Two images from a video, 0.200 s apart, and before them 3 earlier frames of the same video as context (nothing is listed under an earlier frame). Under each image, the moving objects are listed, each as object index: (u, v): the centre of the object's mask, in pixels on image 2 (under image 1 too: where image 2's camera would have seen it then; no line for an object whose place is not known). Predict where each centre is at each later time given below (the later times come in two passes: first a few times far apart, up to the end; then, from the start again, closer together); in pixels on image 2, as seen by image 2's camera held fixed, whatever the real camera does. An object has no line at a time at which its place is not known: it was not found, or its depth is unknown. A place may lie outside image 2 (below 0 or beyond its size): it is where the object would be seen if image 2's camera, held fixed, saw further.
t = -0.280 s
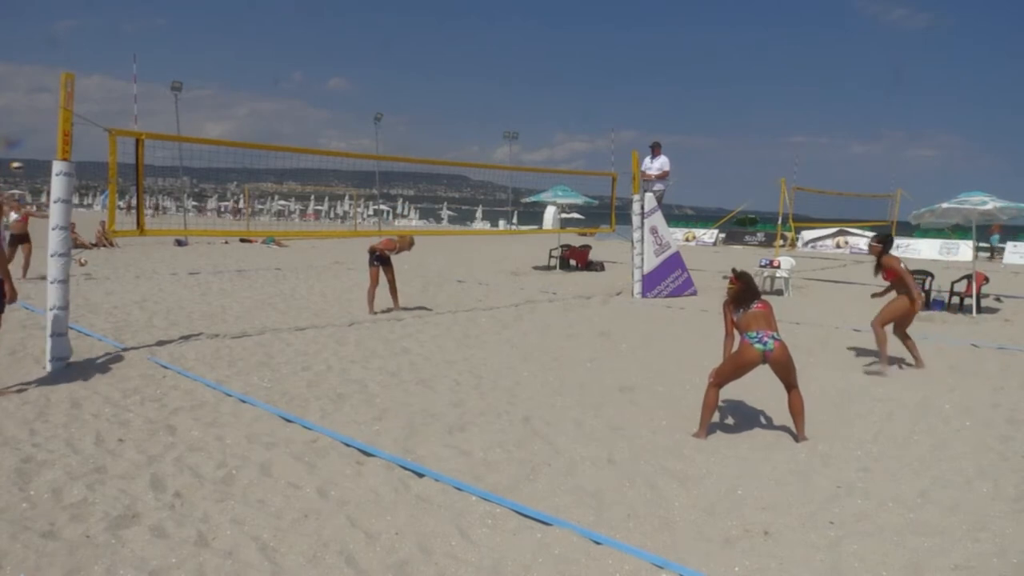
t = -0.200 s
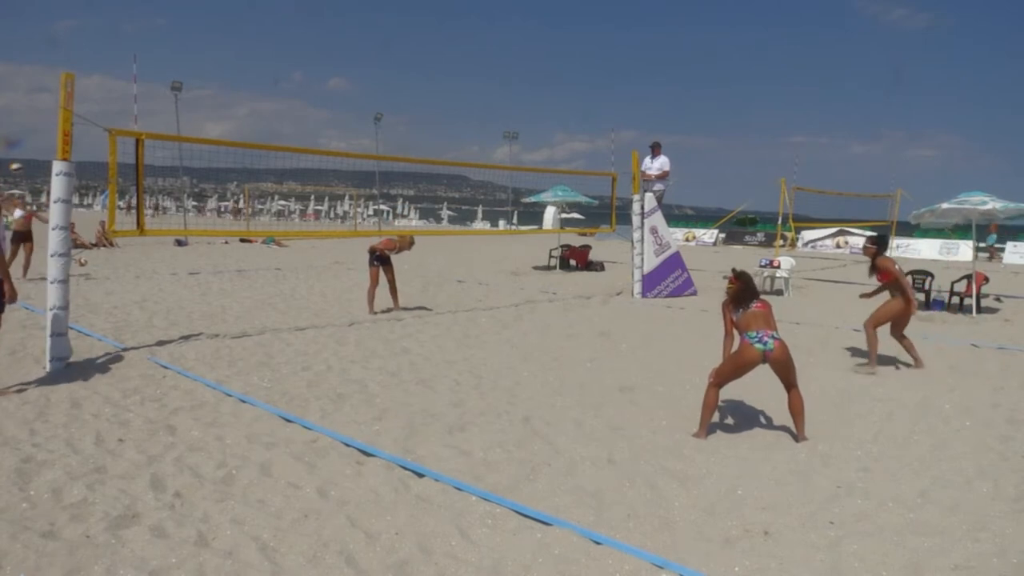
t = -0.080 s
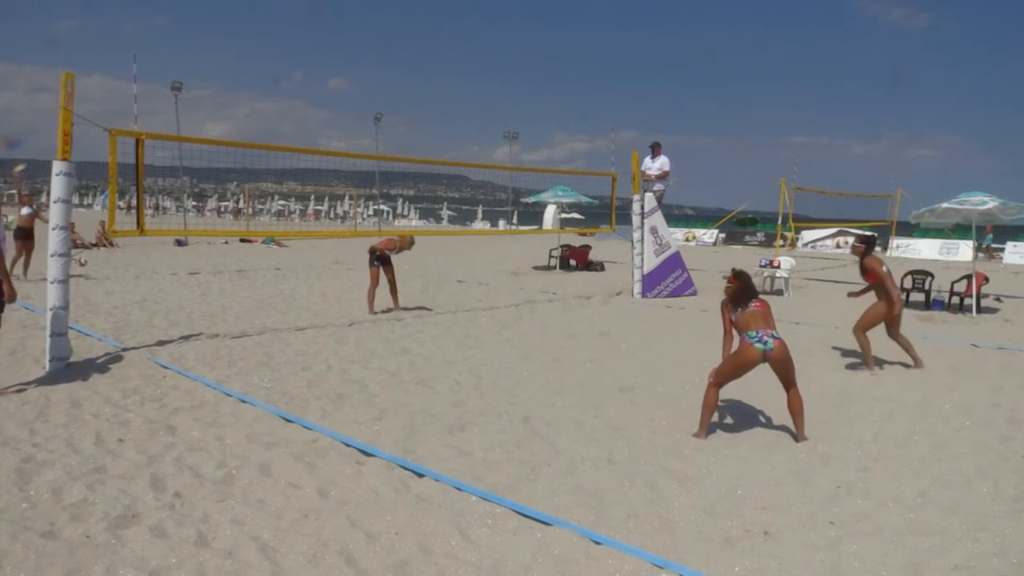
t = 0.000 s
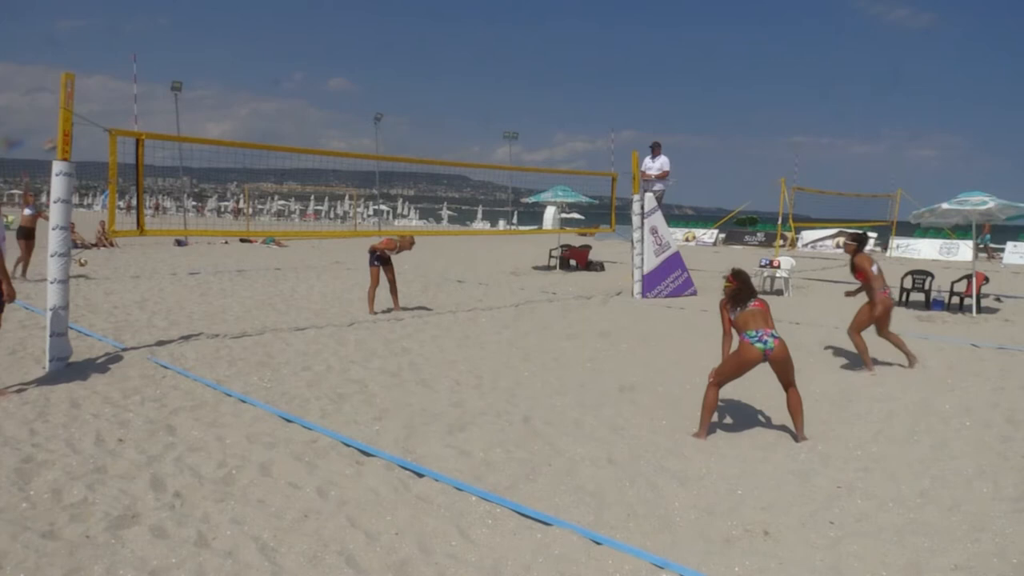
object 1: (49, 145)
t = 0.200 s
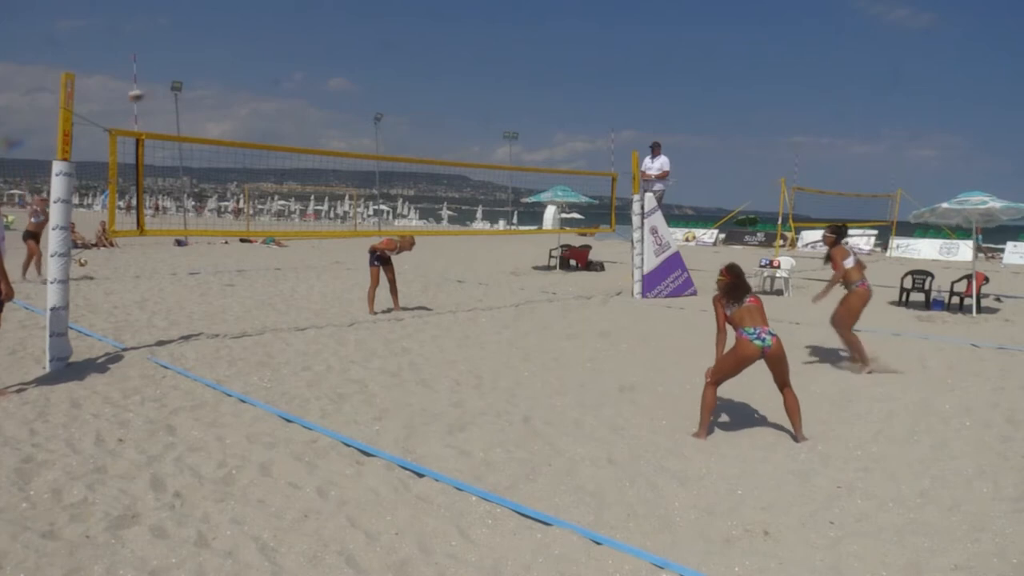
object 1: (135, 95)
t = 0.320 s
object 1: (194, 78)
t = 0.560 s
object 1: (323, 76)
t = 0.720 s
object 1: (421, 104)
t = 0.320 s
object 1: (194, 78)
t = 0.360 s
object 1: (214, 75)
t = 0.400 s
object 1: (235, 72)
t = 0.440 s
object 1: (258, 72)
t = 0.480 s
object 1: (279, 72)
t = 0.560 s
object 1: (323, 76)
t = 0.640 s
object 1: (371, 86)
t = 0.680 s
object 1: (395, 94)
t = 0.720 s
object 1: (421, 104)
